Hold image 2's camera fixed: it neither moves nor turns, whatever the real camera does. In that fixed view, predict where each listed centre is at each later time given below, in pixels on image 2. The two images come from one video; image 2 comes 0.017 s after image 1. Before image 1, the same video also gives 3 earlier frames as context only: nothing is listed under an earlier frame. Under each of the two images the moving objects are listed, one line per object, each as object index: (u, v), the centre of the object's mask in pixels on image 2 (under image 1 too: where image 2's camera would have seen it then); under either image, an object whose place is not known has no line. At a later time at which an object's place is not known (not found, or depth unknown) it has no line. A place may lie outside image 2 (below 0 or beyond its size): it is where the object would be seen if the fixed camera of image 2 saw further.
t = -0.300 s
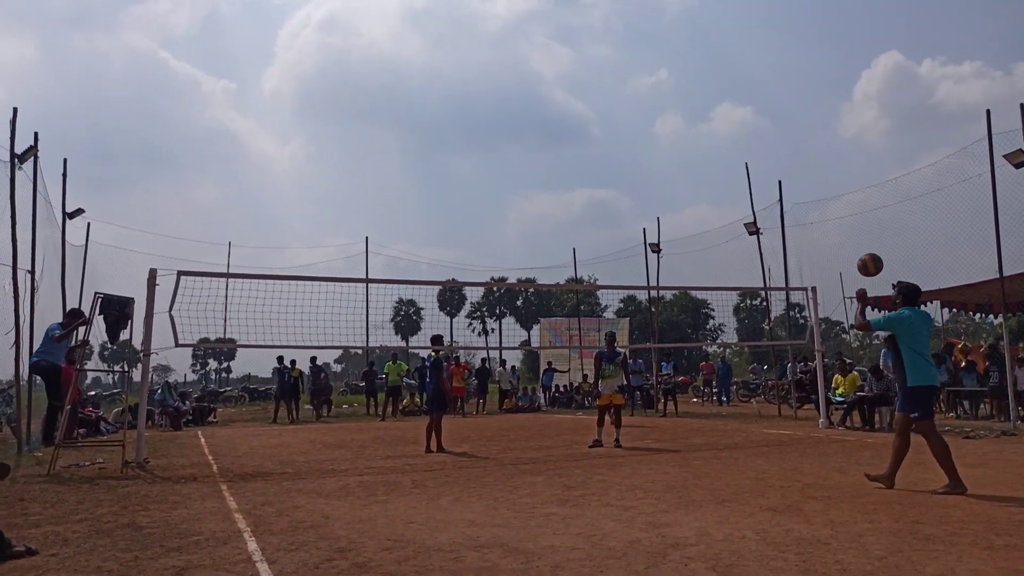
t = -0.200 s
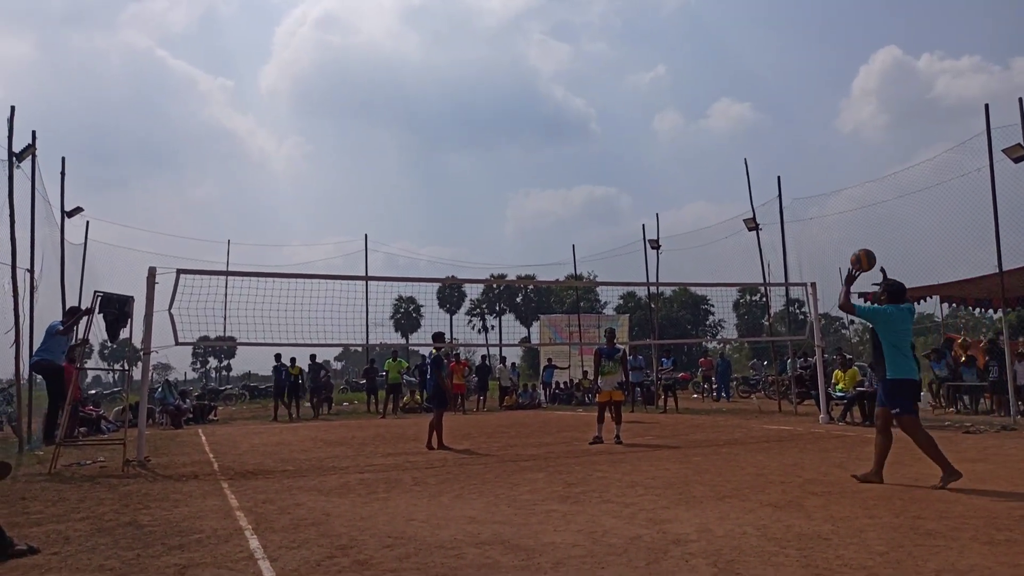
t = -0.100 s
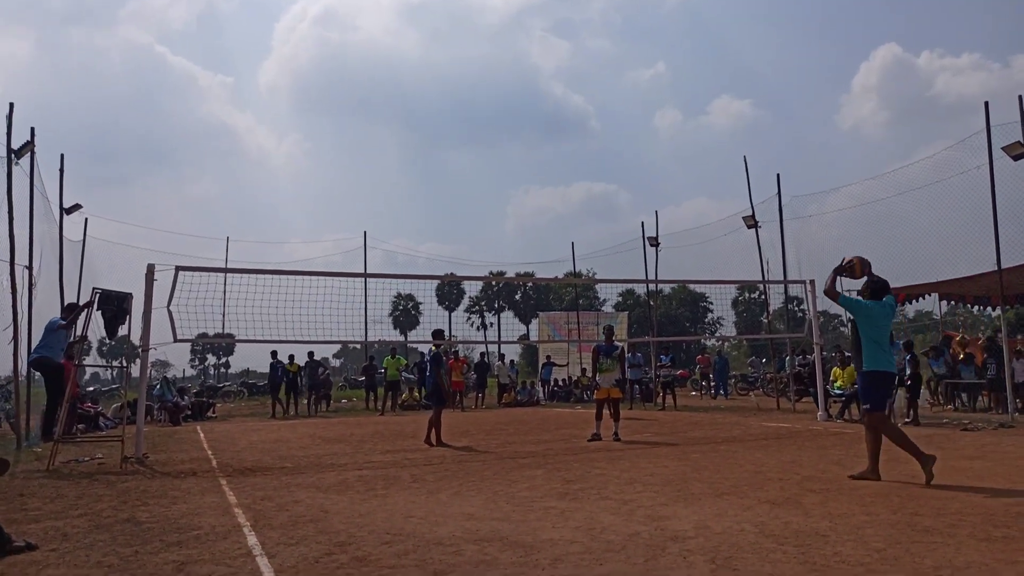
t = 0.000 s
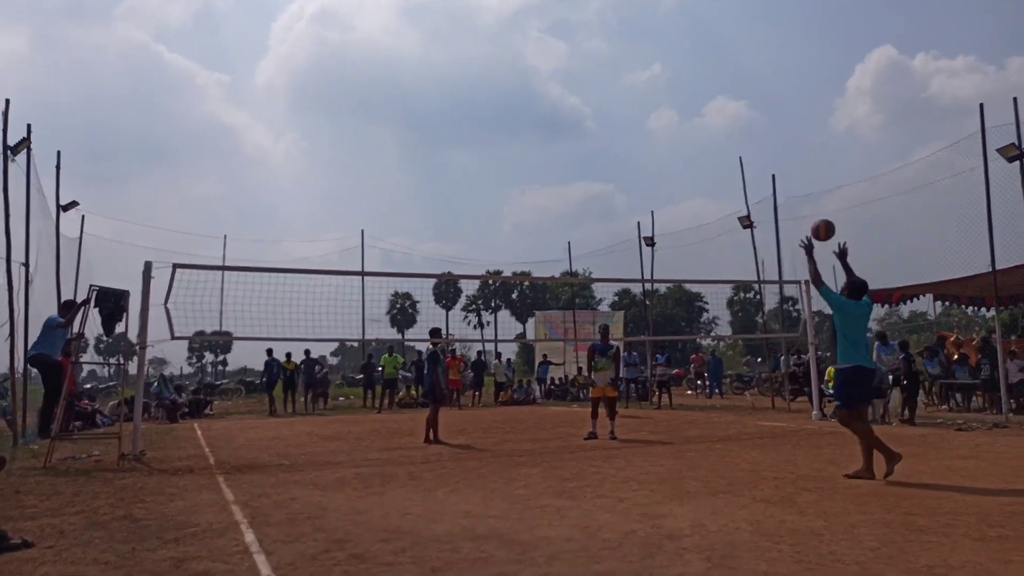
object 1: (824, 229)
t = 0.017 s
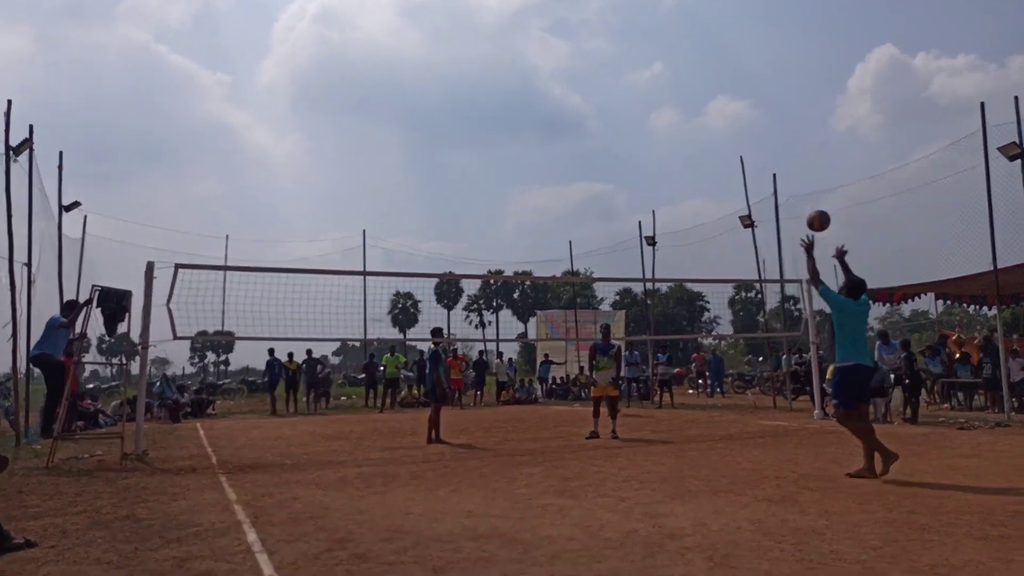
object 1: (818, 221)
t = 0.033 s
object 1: (813, 213)
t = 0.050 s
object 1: (808, 205)
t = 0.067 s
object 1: (803, 198)
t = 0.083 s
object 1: (798, 192)
